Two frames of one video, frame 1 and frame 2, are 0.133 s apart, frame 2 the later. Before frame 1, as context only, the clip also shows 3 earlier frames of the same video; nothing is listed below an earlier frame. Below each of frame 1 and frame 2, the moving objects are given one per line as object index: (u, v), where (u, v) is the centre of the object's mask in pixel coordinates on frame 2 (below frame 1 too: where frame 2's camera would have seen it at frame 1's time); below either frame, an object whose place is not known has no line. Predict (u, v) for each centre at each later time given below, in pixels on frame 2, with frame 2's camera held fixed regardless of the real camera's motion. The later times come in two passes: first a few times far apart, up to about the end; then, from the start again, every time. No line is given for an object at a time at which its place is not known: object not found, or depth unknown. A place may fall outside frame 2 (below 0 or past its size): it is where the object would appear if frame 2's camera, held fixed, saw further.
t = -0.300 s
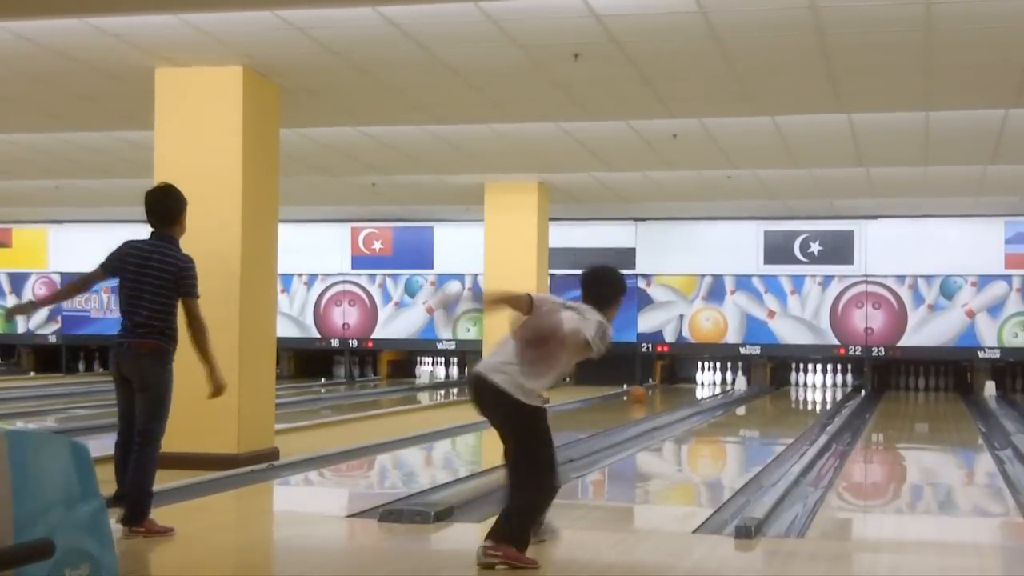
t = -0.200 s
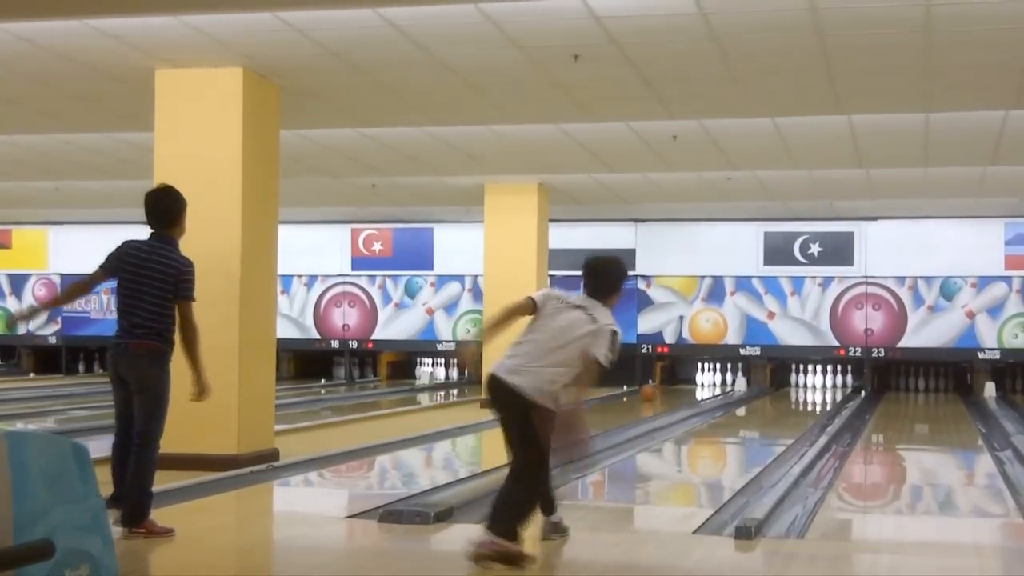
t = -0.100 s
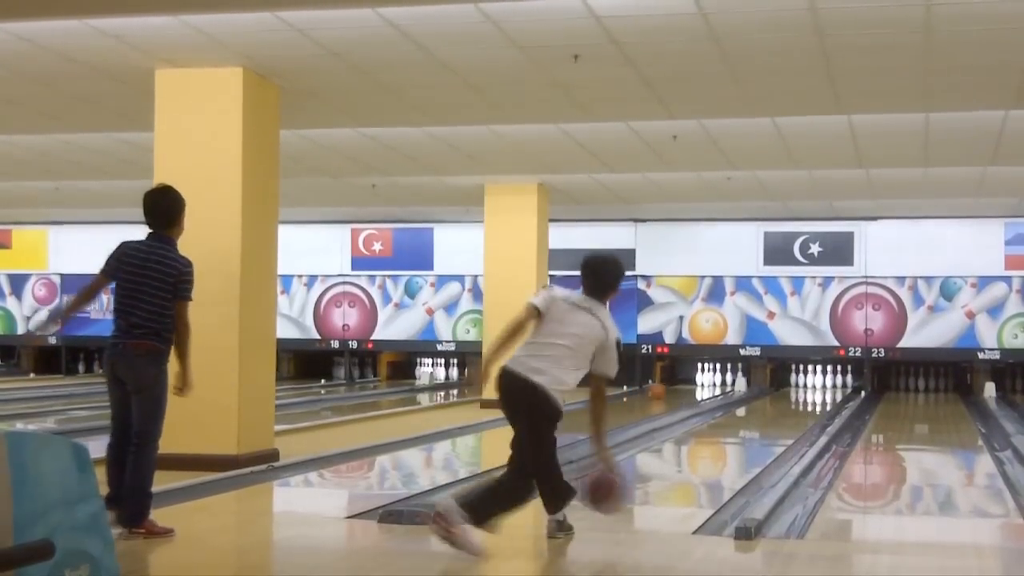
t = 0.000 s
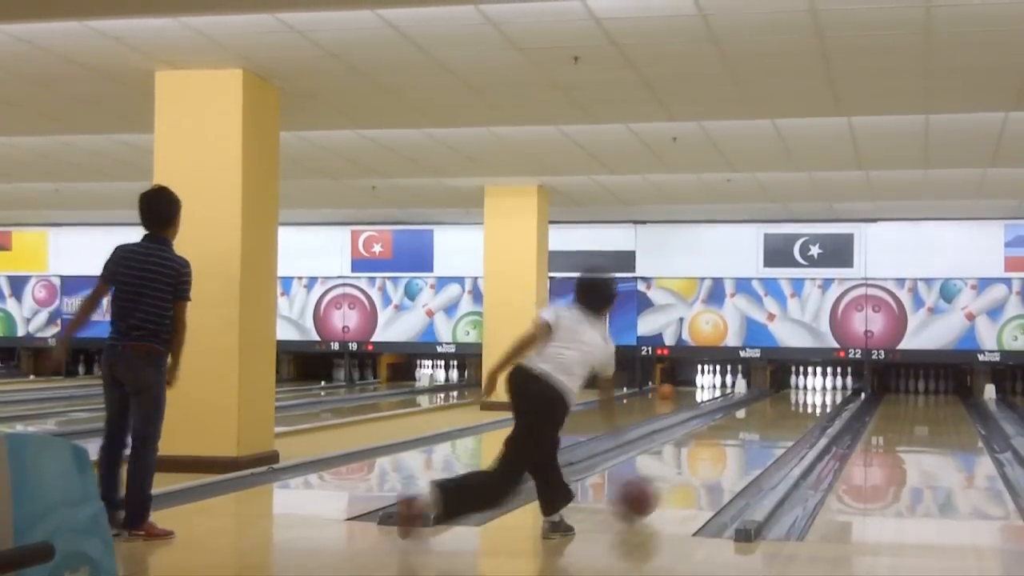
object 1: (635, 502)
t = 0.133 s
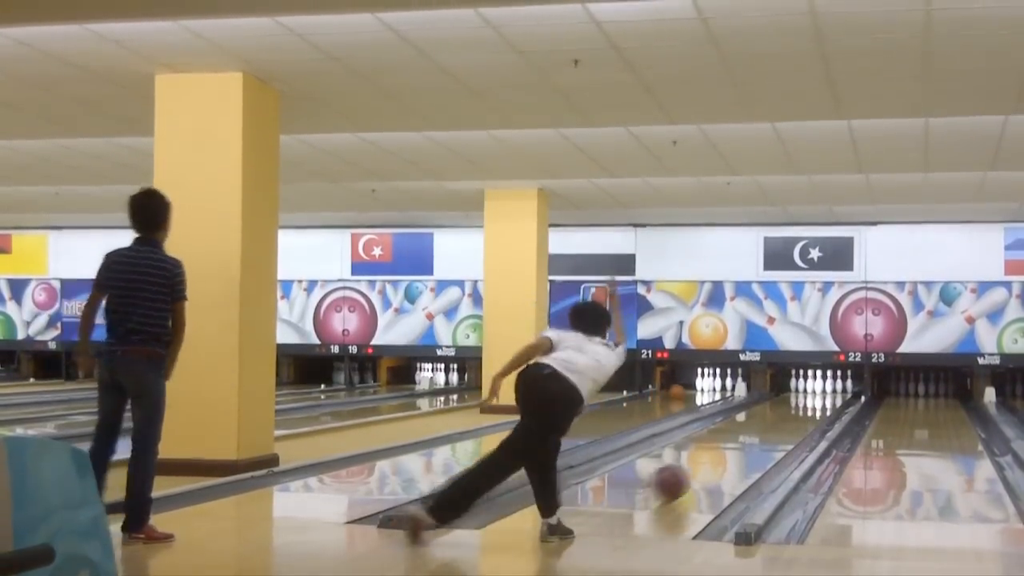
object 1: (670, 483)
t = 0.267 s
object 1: (695, 467)
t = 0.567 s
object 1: (738, 442)
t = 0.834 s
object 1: (763, 427)
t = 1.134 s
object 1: (782, 413)
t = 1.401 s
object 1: (797, 404)
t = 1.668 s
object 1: (808, 397)
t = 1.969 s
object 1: (817, 392)
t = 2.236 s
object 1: (828, 387)
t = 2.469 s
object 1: (839, 387)
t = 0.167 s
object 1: (676, 479)
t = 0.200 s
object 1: (682, 474)
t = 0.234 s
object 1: (689, 470)
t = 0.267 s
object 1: (695, 467)
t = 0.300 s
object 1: (700, 464)
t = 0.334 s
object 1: (707, 460)
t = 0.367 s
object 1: (711, 457)
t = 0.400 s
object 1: (716, 454)
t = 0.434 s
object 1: (720, 453)
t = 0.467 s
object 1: (725, 449)
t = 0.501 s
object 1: (730, 447)
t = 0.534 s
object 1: (734, 445)
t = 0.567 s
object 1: (738, 442)
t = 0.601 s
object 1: (742, 438)
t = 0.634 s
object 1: (744, 437)
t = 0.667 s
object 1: (748, 436)
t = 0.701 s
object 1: (752, 434)
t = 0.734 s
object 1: (755, 431)
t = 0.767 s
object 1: (757, 430)
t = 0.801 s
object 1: (760, 428)
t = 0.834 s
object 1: (763, 427)
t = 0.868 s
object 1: (766, 425)
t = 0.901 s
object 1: (768, 423)
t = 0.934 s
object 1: (770, 422)
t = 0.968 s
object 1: (773, 418)
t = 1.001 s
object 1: (774, 418)
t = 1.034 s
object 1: (776, 417)
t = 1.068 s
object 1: (780, 415)
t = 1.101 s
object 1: (781, 413)
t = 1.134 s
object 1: (782, 413)
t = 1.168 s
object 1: (784, 411)
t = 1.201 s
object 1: (786, 410)
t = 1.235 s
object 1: (788, 410)
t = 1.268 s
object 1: (790, 409)
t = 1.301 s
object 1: (792, 408)
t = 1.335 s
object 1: (794, 407)
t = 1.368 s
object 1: (796, 406)
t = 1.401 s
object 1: (797, 404)
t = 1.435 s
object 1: (799, 403)
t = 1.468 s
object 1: (800, 403)
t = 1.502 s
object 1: (802, 402)
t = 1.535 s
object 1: (803, 400)
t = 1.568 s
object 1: (804, 400)
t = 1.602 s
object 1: (806, 399)
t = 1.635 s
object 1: (807, 398)
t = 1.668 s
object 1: (808, 397)
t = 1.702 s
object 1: (809, 396)
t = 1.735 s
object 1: (810, 396)
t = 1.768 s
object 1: (811, 395)
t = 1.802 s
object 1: (812, 394)
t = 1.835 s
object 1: (813, 394)
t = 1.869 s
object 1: (814, 393)
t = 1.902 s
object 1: (815, 393)
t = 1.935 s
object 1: (816, 392)
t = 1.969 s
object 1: (817, 392)
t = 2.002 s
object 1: (818, 391)
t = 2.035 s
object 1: (819, 391)
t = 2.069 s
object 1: (819, 390)
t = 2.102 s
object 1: (820, 390)
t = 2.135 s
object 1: (820, 390)
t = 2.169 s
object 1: (821, 388)
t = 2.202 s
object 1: (825, 389)
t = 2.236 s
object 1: (828, 387)
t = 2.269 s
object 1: (829, 388)
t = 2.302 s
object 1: (831, 388)
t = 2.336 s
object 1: (835, 387)
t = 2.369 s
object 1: (838, 387)
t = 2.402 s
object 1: (838, 387)
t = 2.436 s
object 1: (838, 388)
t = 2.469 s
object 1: (839, 387)
